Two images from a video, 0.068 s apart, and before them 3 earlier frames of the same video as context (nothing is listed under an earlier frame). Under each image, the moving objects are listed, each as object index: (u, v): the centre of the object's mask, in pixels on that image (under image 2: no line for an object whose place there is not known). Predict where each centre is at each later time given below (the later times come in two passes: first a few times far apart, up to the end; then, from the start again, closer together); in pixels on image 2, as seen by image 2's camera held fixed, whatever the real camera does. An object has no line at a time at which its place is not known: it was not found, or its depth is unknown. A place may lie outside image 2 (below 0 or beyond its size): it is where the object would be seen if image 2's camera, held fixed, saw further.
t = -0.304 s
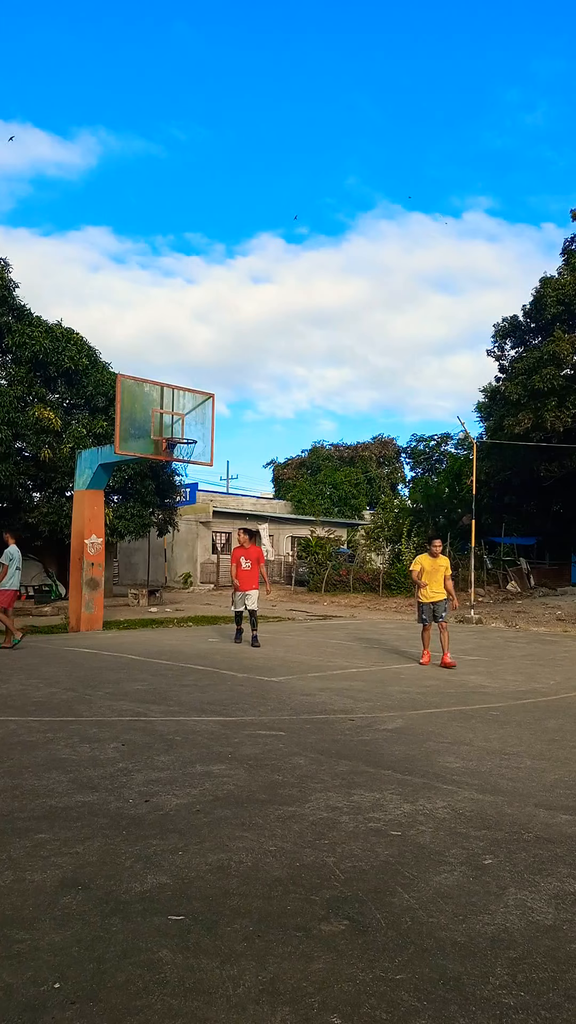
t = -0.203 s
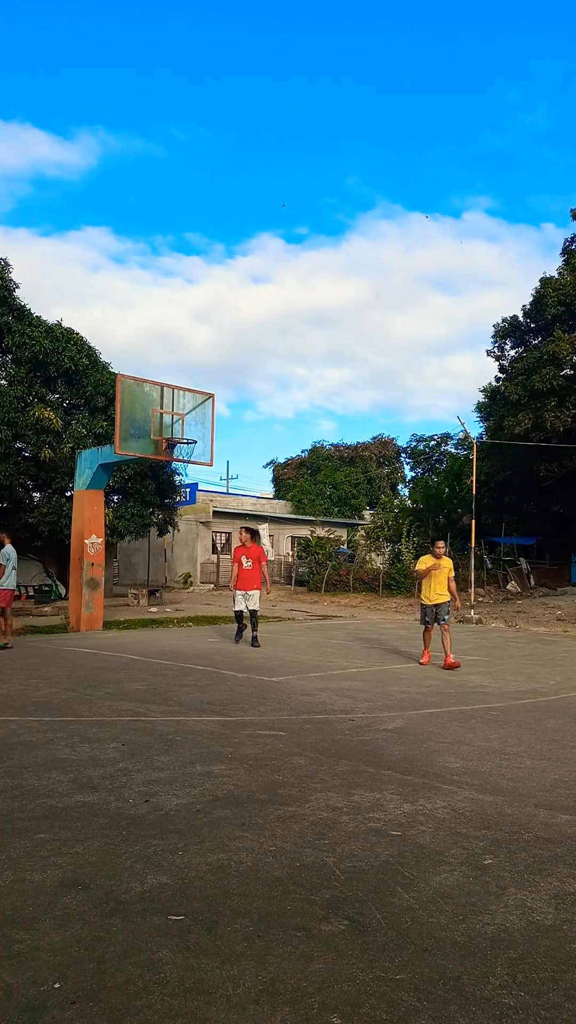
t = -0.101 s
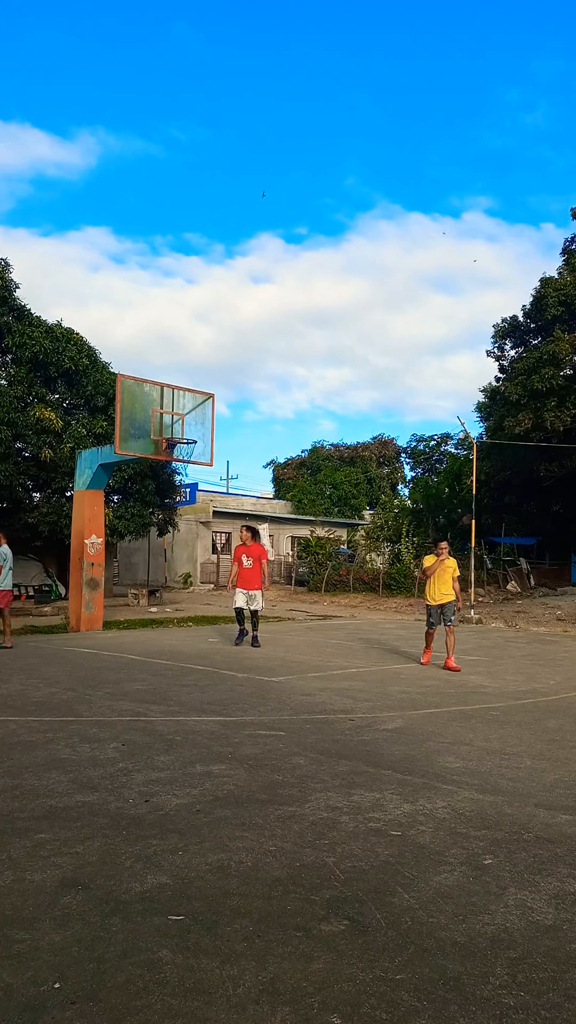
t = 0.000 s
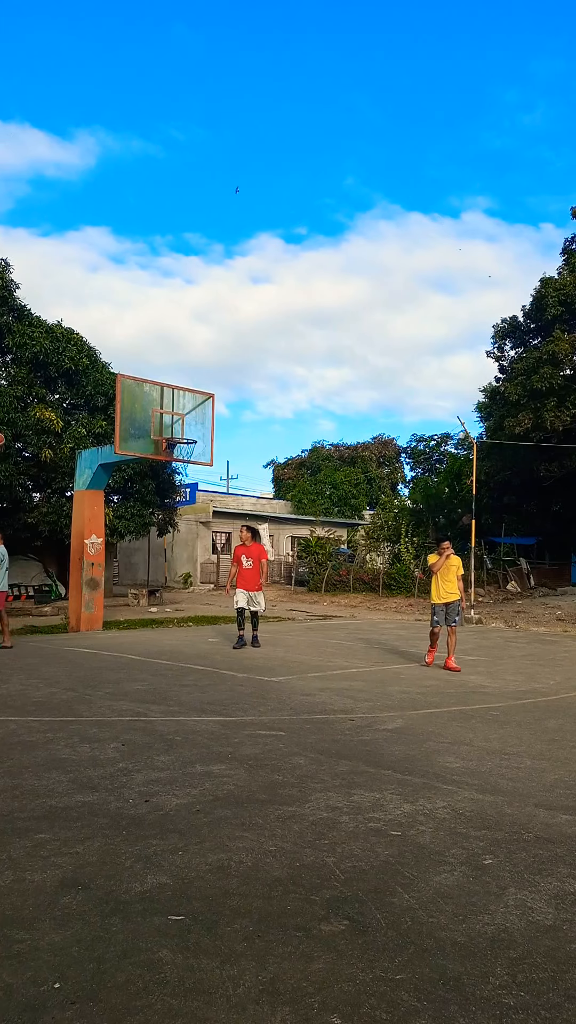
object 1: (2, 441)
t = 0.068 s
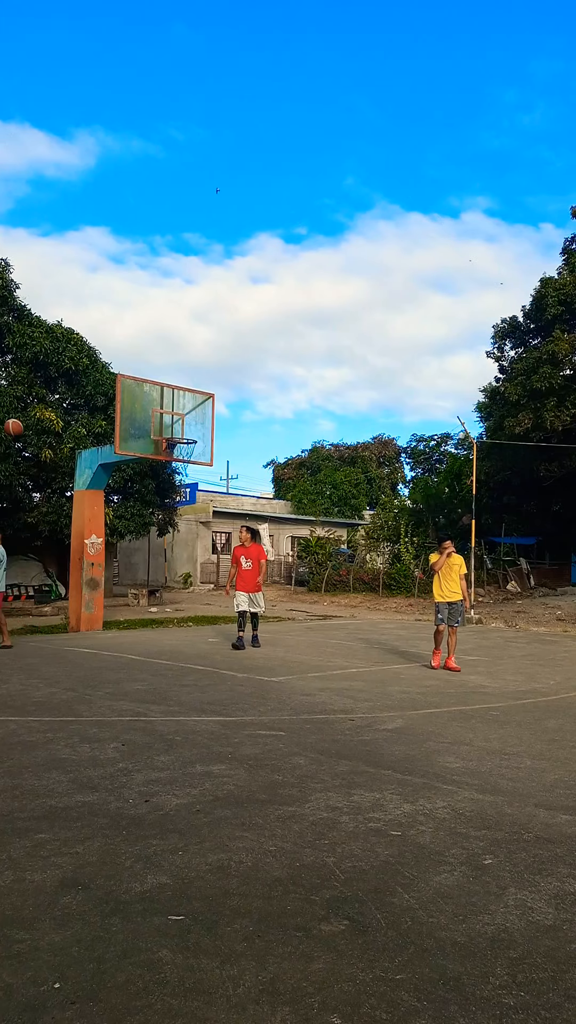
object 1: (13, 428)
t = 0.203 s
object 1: (50, 410)
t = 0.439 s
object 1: (119, 409)
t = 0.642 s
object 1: (182, 443)
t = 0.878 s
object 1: (265, 537)
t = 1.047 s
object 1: (334, 651)
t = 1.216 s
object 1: (381, 608)
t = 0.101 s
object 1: (23, 422)
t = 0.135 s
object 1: (32, 417)
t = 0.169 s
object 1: (41, 413)
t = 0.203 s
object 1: (50, 410)
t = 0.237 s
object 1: (60, 407)
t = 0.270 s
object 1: (69, 405)
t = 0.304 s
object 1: (79, 404)
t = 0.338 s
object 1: (89, 404)
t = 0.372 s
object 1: (99, 405)
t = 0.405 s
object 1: (109, 406)
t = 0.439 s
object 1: (119, 409)
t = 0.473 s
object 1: (129, 412)
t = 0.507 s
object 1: (139, 416)
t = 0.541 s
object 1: (149, 421)
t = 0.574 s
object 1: (160, 428)
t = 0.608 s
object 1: (171, 435)
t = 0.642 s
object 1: (182, 443)
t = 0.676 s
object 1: (193, 453)
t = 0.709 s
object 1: (205, 463)
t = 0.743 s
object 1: (216, 475)
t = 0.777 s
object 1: (228, 489)
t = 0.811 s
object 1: (240, 504)
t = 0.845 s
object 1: (253, 520)
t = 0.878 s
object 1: (265, 537)
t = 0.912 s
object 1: (278, 557)
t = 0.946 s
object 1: (292, 578)
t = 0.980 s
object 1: (305, 600)
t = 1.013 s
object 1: (320, 625)
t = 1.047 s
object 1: (334, 651)
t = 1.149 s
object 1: (365, 646)
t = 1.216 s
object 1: (381, 608)
